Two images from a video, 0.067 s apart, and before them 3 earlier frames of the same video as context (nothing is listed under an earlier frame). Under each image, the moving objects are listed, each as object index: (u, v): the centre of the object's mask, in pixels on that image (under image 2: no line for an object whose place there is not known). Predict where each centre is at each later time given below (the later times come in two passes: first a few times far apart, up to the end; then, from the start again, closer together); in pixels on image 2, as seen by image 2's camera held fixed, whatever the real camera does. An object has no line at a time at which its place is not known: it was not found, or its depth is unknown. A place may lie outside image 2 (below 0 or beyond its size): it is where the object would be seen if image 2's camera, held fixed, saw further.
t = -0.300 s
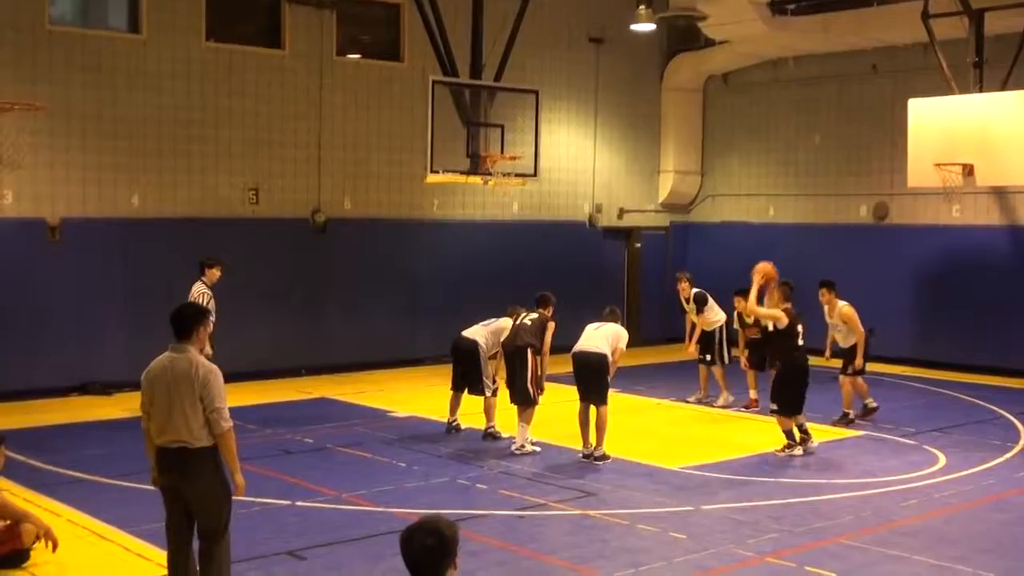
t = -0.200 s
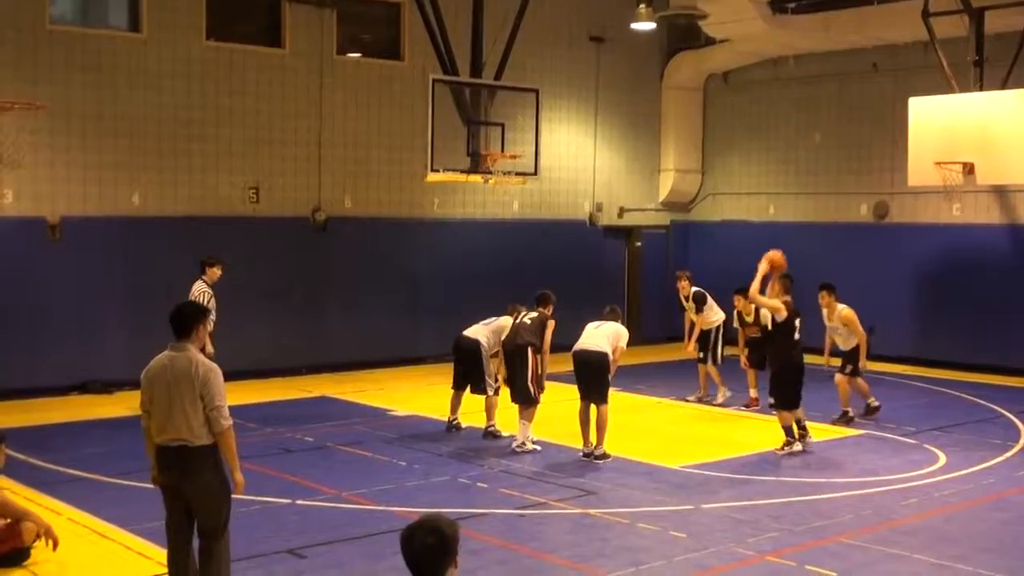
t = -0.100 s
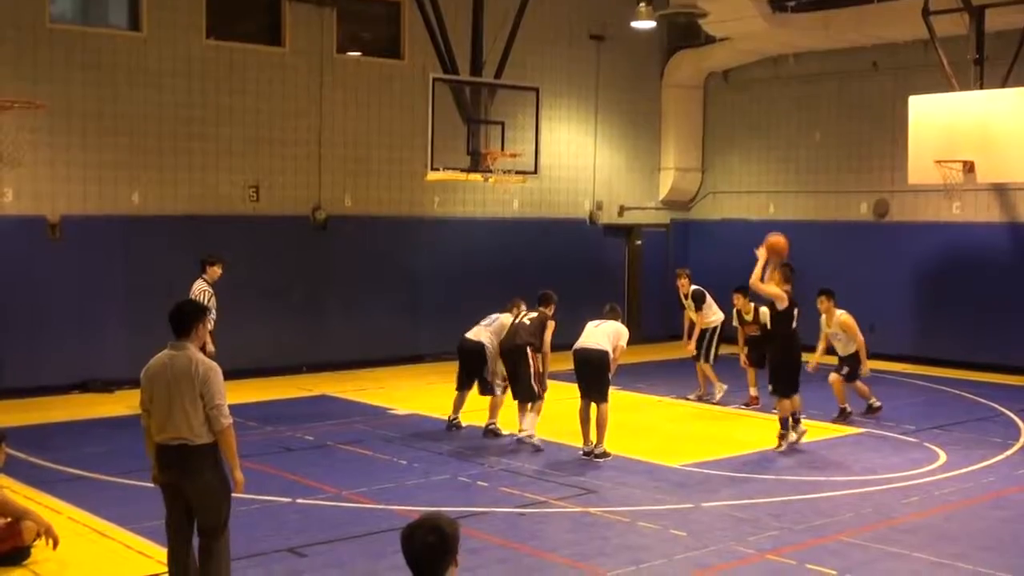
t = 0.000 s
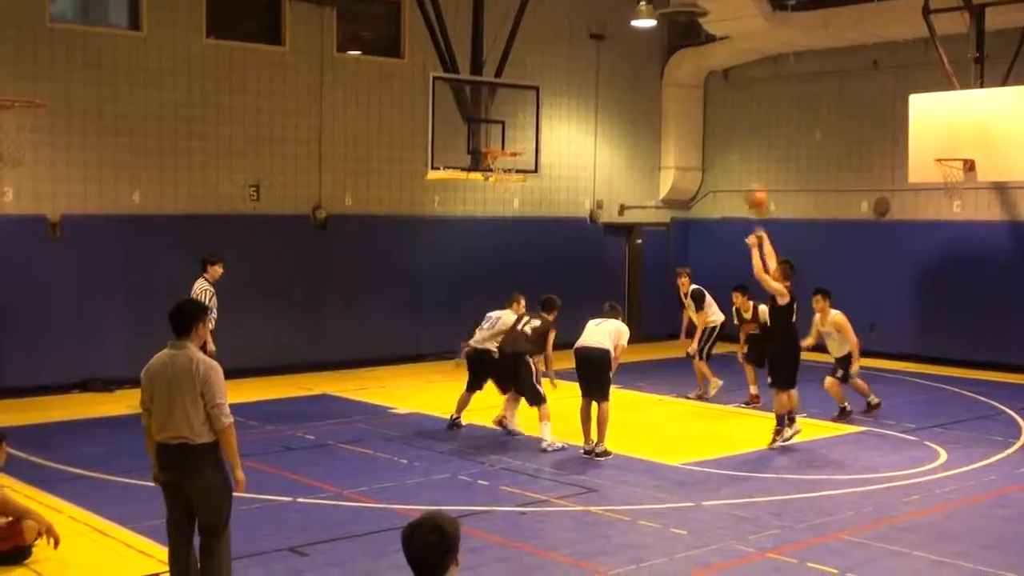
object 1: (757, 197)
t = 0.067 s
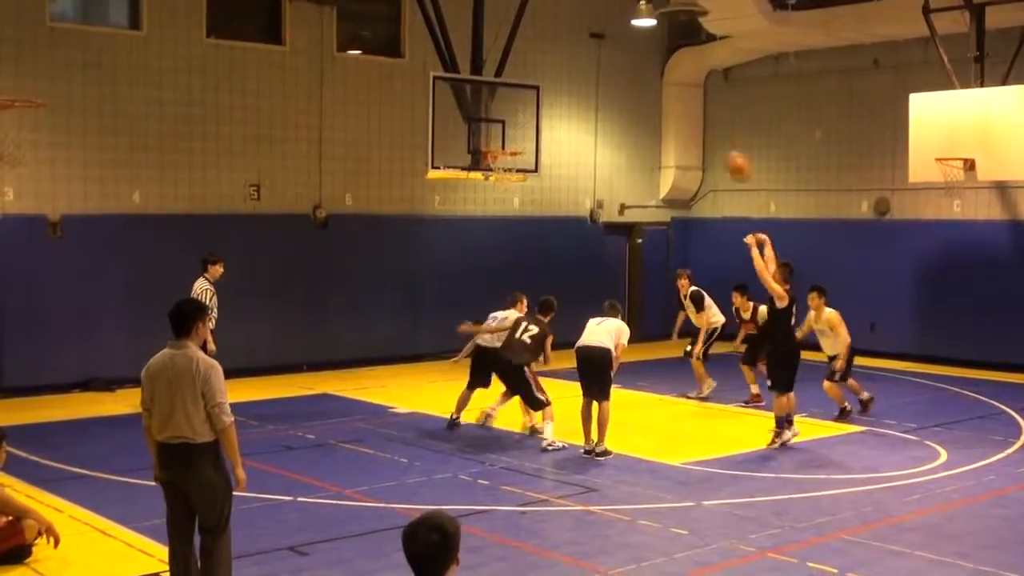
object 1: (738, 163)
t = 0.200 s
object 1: (699, 113)
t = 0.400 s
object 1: (647, 72)
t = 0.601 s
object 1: (600, 70)
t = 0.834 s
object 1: (545, 112)
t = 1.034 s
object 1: (510, 144)
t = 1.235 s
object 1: (485, 135)
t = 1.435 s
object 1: (456, 147)
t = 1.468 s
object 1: (450, 152)
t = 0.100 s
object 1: (727, 148)
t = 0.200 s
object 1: (699, 113)
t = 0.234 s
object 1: (689, 102)
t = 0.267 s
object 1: (680, 94)
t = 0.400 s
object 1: (647, 72)
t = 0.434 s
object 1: (639, 70)
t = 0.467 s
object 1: (631, 68)
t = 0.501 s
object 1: (624, 68)
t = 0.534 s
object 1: (615, 67)
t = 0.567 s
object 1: (607, 69)
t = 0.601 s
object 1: (600, 70)
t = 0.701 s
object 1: (576, 82)
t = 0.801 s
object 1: (554, 101)
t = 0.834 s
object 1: (545, 112)
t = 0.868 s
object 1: (537, 118)
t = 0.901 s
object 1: (530, 128)
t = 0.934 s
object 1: (523, 138)
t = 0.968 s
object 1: (517, 143)
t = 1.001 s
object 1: (514, 143)
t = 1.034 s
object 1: (510, 144)
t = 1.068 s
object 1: (501, 143)
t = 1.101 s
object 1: (498, 140)
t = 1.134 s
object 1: (493, 137)
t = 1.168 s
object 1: (490, 137)
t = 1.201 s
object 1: (487, 135)
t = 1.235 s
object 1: (485, 135)
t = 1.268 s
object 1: (477, 133)
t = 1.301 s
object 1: (474, 134)
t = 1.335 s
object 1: (468, 136)
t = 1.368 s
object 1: (465, 139)
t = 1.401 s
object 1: (461, 142)
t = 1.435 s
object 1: (456, 147)
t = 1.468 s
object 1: (450, 152)
